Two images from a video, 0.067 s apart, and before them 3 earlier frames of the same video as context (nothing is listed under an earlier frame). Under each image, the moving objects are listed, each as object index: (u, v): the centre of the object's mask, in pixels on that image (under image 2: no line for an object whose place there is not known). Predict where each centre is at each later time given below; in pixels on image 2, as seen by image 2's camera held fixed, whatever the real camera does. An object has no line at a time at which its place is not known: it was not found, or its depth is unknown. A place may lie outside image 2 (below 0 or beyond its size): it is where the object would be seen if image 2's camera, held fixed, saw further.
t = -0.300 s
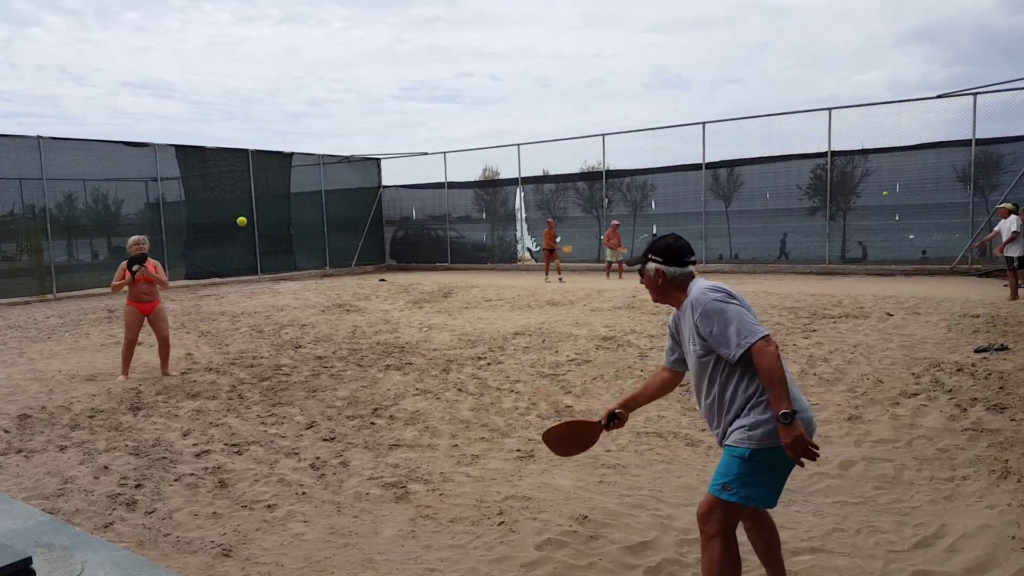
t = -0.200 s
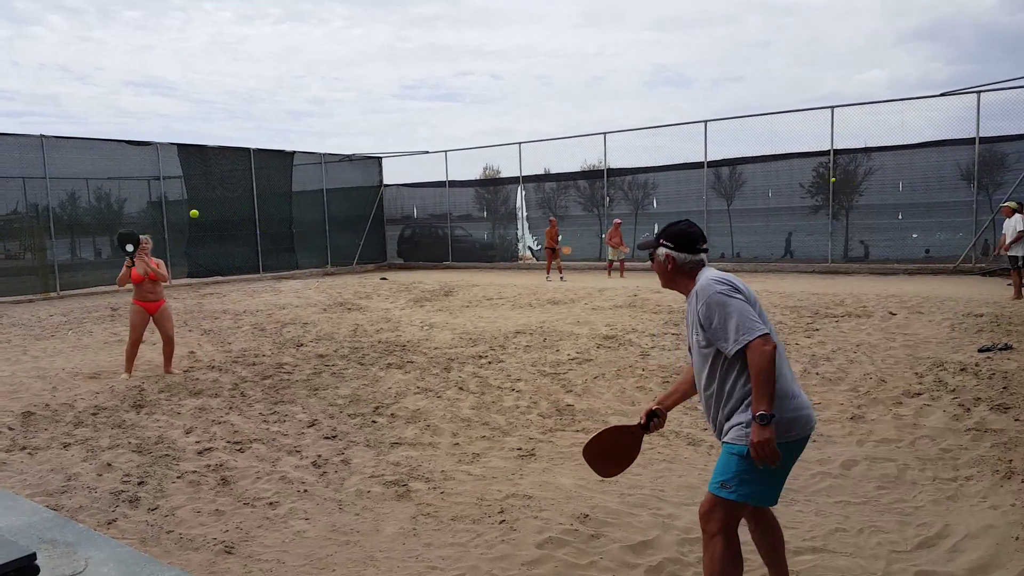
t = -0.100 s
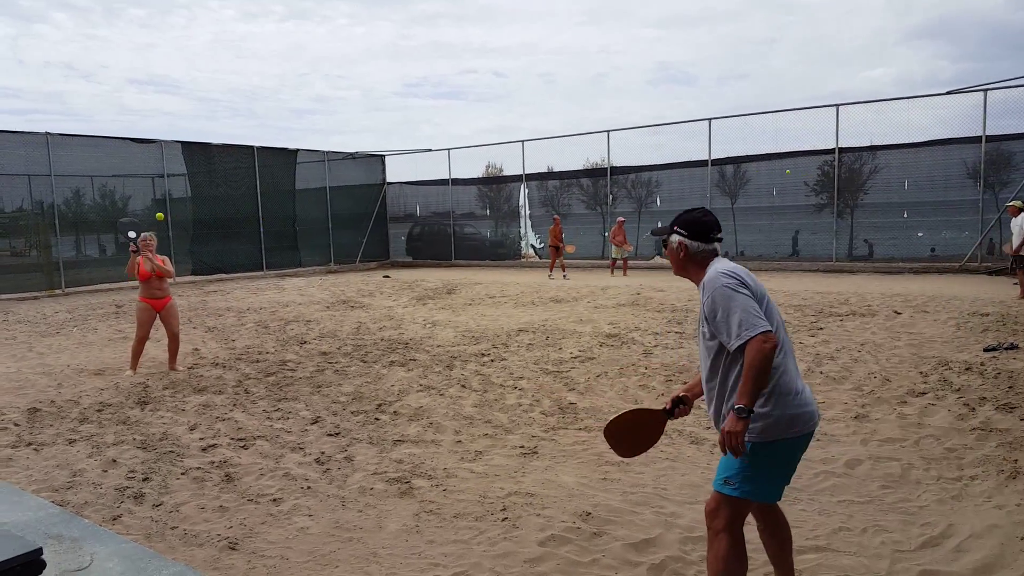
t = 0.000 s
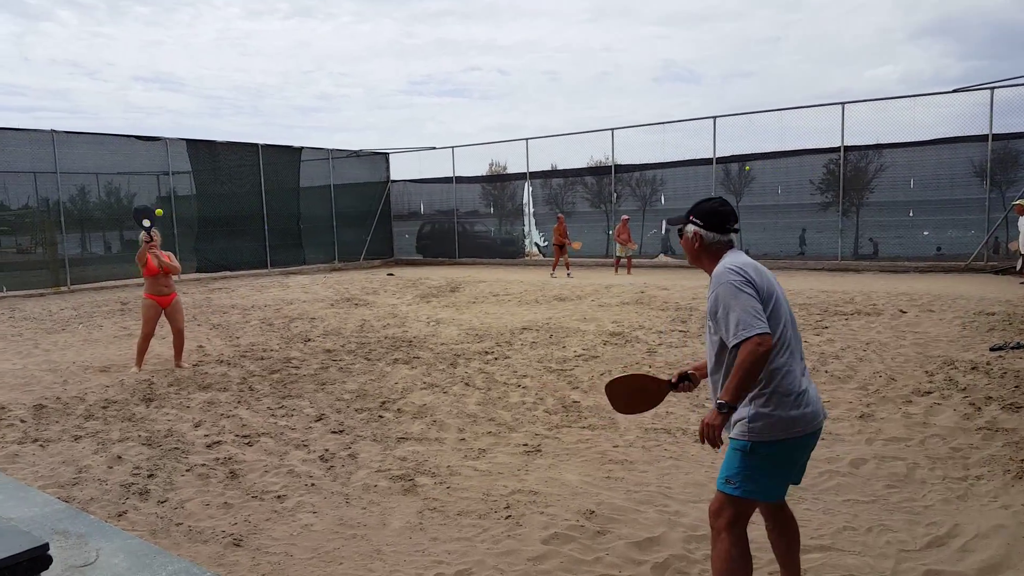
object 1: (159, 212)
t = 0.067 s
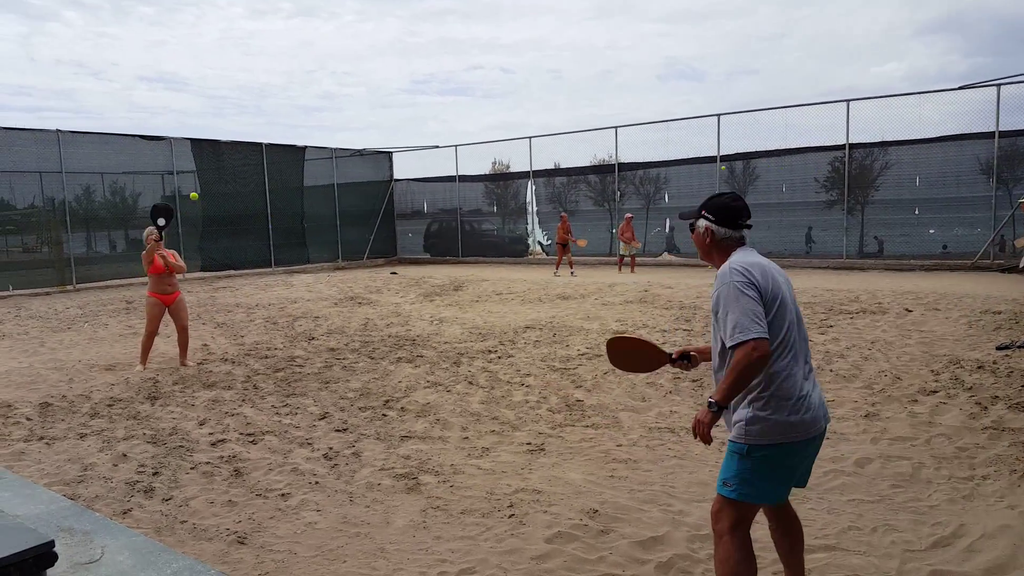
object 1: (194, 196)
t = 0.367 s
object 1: (392, 174)
